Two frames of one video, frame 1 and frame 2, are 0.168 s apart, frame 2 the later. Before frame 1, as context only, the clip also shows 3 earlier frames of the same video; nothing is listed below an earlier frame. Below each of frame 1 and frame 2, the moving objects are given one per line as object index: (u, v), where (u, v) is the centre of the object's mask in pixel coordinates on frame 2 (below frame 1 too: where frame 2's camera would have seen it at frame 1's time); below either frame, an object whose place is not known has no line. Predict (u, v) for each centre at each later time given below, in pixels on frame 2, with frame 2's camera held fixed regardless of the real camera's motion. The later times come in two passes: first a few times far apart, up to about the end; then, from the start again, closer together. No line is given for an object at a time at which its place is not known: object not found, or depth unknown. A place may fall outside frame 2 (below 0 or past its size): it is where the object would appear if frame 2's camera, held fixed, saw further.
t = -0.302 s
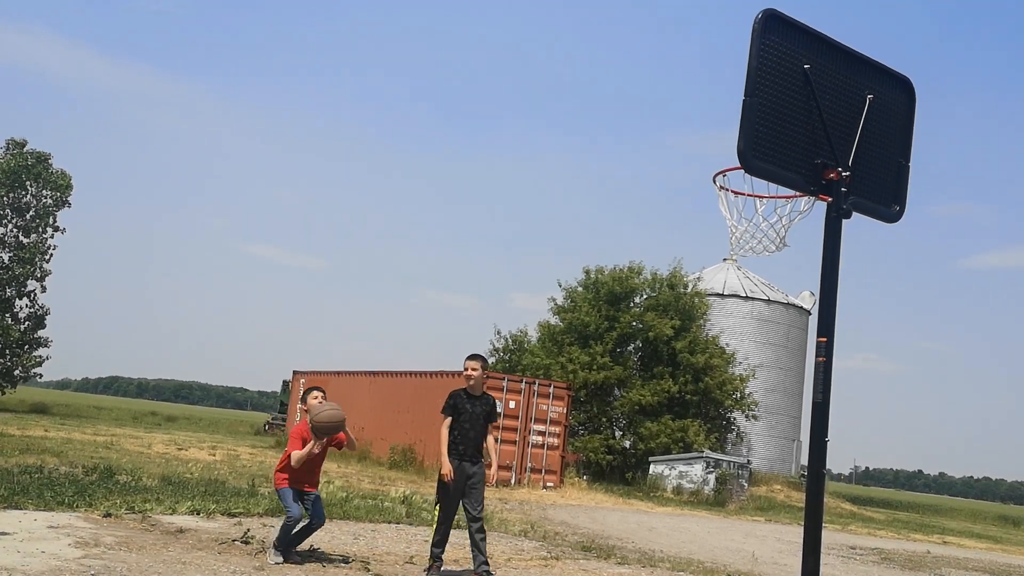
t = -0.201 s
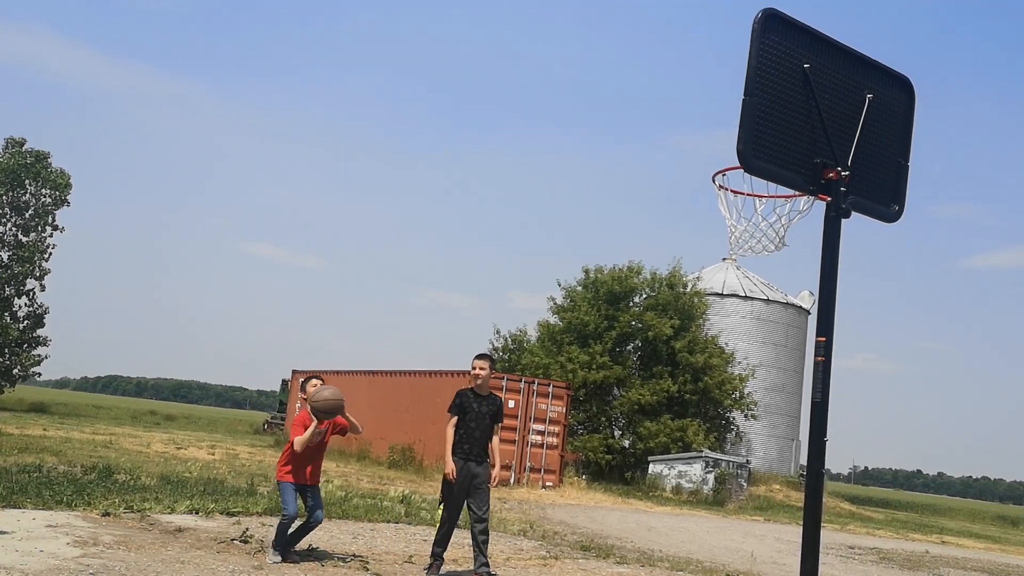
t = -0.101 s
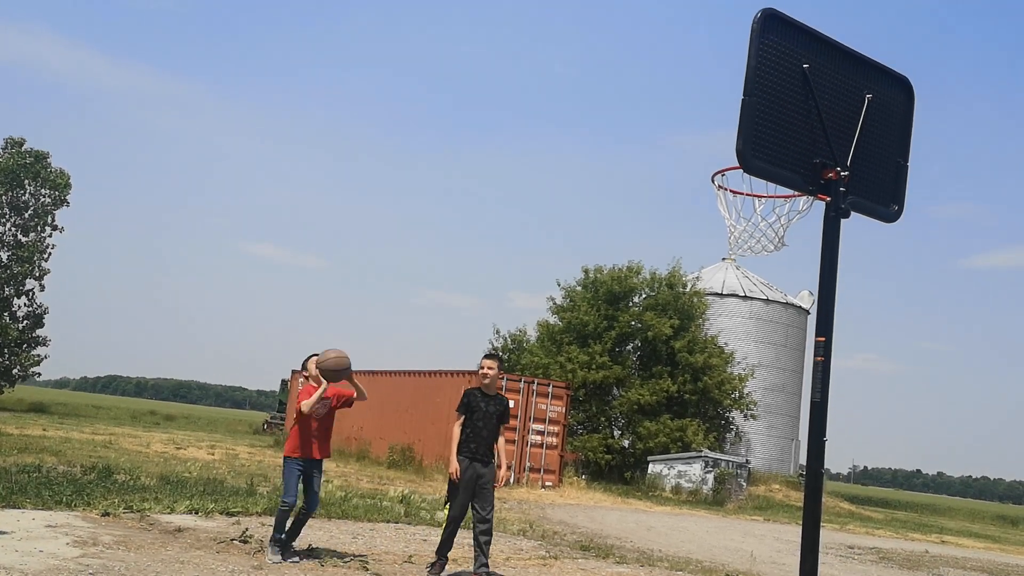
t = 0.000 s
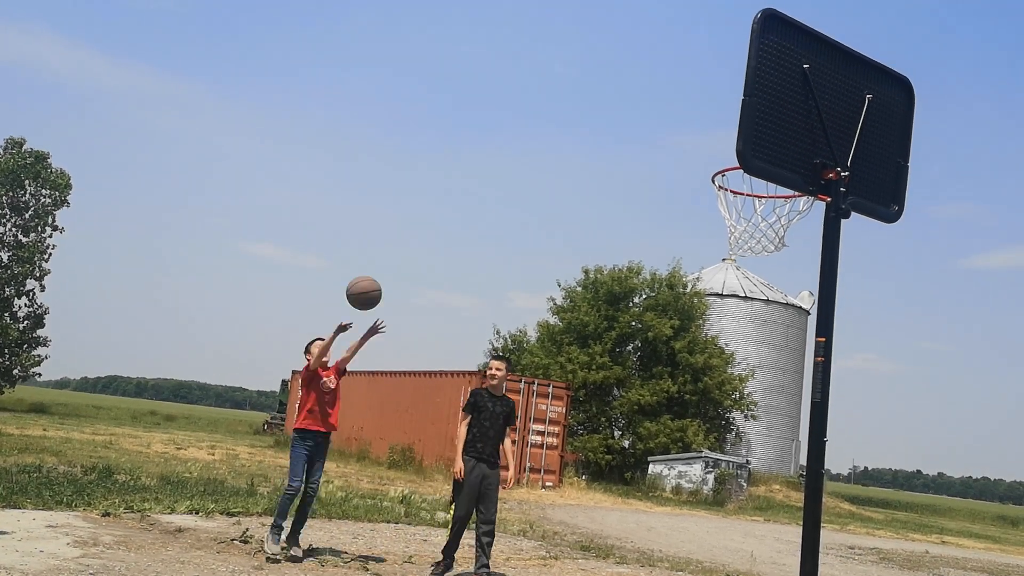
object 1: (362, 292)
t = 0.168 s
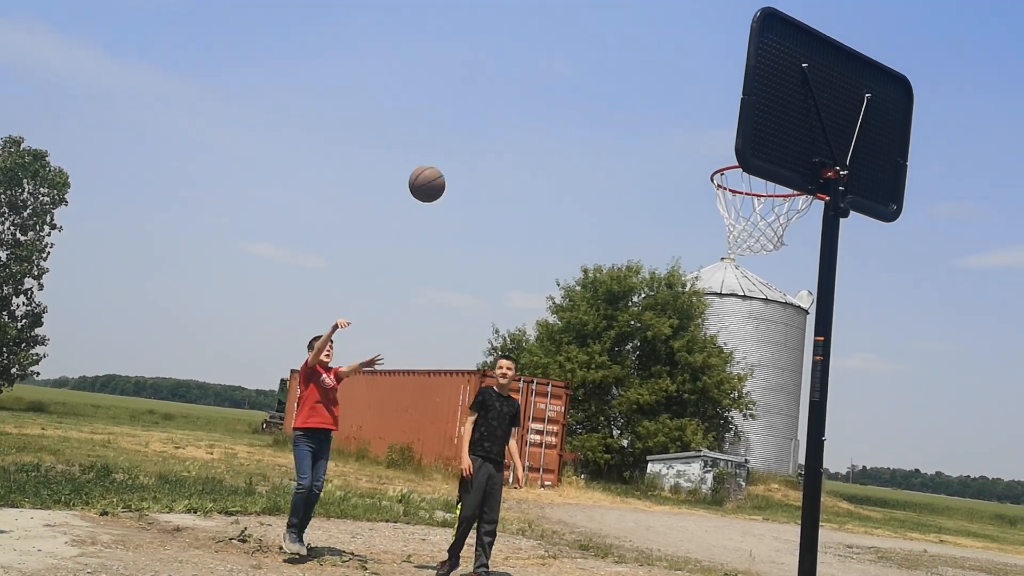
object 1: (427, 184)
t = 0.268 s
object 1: (466, 134)
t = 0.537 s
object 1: (576, 63)
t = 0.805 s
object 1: (696, 110)
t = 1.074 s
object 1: (767, 186)
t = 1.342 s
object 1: (801, 281)
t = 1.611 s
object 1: (832, 515)
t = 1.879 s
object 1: (855, 530)
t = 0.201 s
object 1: (440, 166)
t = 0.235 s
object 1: (453, 149)
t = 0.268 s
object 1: (466, 134)
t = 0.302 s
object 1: (479, 120)
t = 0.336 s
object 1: (493, 107)
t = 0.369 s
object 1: (506, 96)
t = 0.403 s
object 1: (520, 86)
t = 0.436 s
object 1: (533, 78)
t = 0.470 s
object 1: (547, 71)
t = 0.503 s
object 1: (561, 66)
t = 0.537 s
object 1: (576, 63)
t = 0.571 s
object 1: (590, 62)
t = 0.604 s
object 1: (604, 62)
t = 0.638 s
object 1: (619, 65)
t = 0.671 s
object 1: (634, 69)
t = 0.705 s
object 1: (649, 76)
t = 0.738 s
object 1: (664, 85)
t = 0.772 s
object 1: (680, 97)
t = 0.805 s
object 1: (696, 110)
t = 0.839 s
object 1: (712, 127)
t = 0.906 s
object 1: (739, 174)
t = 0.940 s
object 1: (749, 181)
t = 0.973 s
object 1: (755, 183)
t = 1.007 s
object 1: (759, 184)
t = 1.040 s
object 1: (764, 185)
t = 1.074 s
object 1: (767, 186)
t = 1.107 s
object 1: (775, 193)
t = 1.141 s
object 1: (782, 199)
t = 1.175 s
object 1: (787, 205)
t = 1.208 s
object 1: (792, 214)
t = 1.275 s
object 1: (801, 244)
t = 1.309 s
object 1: (800, 261)
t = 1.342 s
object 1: (801, 281)
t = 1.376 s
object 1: (802, 303)
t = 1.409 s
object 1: (802, 326)
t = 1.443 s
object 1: (803, 353)
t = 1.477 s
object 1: (803, 380)
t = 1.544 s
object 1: (833, 444)
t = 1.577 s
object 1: (832, 478)
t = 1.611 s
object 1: (832, 515)
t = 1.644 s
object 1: (831, 551)
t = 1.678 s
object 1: (831, 580)
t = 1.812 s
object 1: (844, 574)
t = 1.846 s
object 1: (849, 553)
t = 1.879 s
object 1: (855, 530)
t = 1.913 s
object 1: (860, 509)
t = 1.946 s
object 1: (865, 491)
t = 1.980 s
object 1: (870, 474)
